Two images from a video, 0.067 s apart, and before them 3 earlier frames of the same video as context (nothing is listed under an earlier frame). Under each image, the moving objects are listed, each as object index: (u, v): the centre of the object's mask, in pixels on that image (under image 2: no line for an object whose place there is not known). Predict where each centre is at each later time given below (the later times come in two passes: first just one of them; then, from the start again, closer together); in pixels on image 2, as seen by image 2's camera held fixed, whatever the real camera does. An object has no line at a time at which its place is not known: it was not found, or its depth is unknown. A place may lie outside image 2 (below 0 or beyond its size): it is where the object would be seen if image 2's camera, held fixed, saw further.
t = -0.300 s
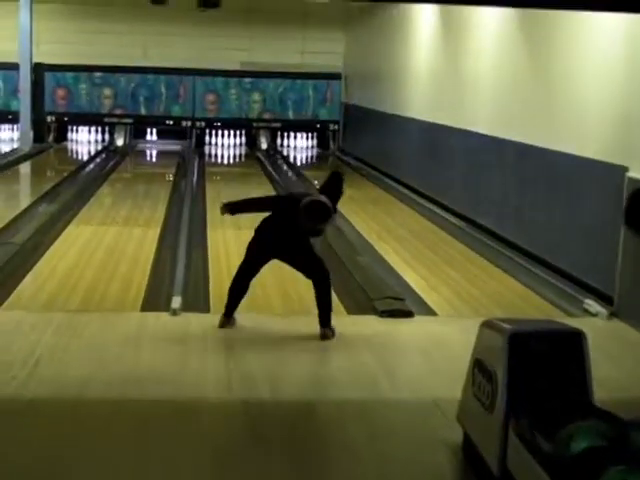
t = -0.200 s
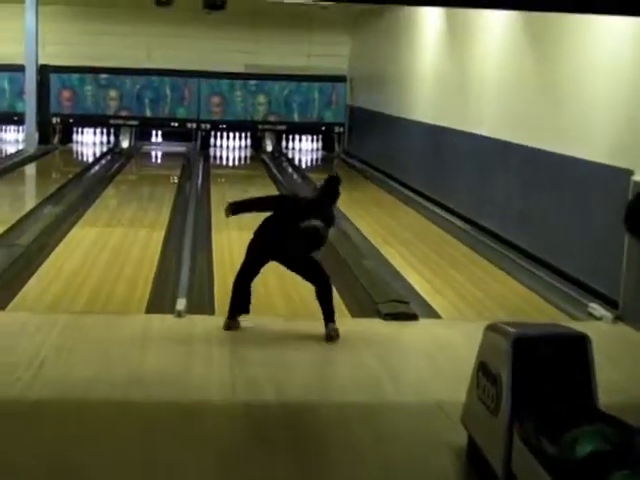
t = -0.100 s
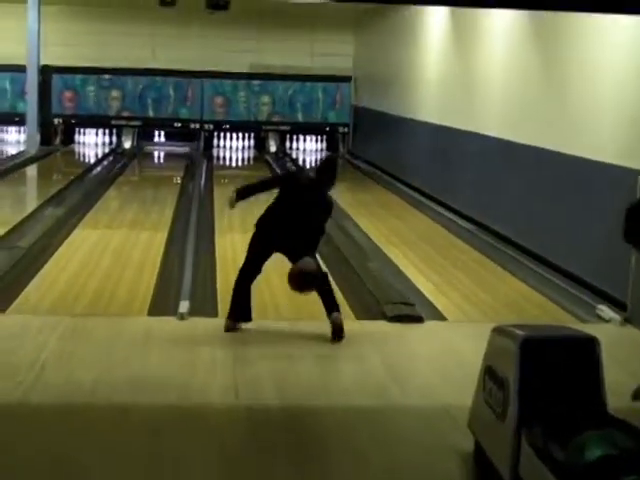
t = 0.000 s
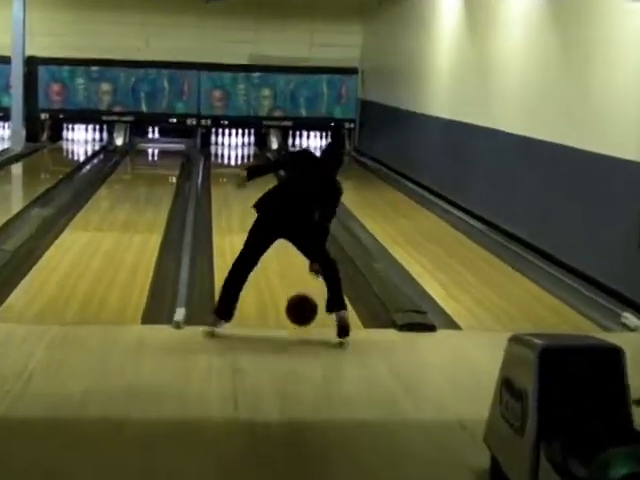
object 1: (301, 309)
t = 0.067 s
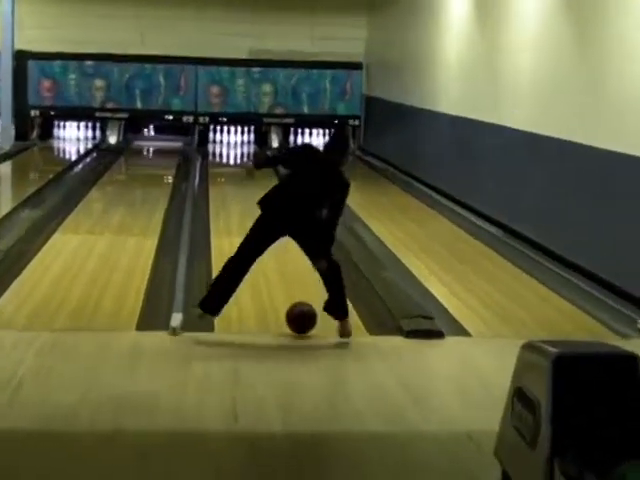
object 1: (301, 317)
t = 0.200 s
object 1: (298, 302)
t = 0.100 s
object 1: (300, 311)
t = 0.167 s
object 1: (299, 305)
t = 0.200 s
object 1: (298, 302)
